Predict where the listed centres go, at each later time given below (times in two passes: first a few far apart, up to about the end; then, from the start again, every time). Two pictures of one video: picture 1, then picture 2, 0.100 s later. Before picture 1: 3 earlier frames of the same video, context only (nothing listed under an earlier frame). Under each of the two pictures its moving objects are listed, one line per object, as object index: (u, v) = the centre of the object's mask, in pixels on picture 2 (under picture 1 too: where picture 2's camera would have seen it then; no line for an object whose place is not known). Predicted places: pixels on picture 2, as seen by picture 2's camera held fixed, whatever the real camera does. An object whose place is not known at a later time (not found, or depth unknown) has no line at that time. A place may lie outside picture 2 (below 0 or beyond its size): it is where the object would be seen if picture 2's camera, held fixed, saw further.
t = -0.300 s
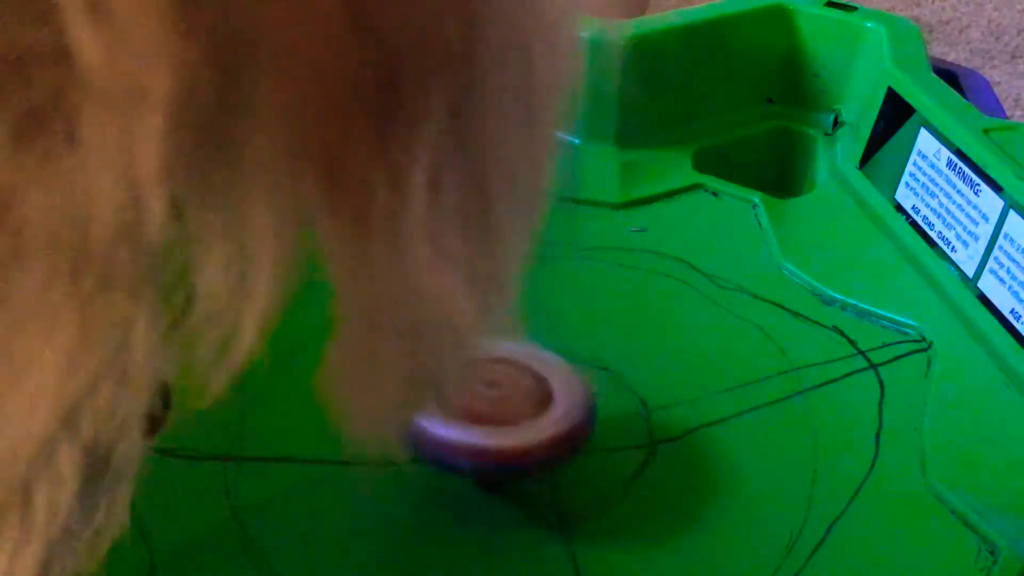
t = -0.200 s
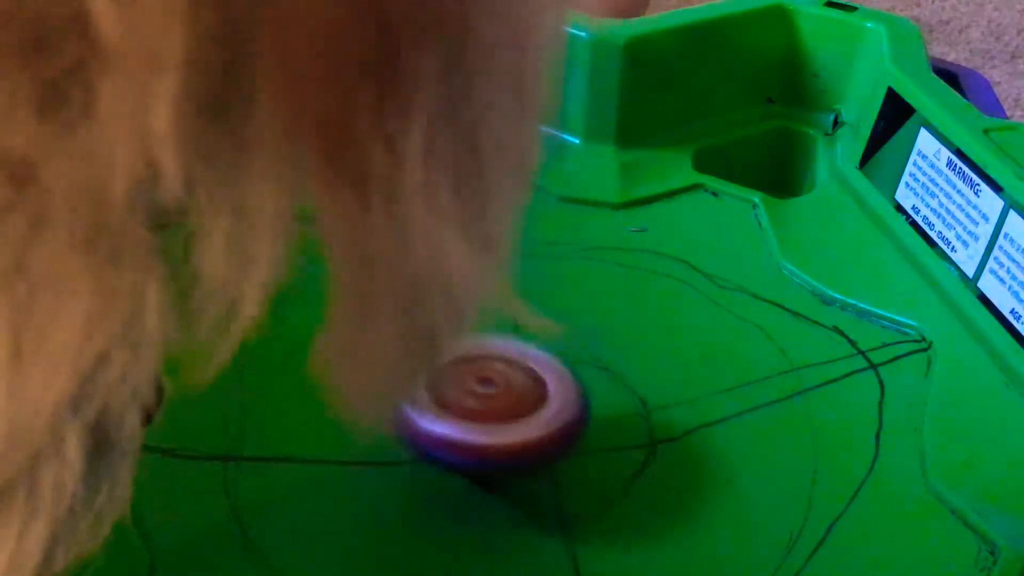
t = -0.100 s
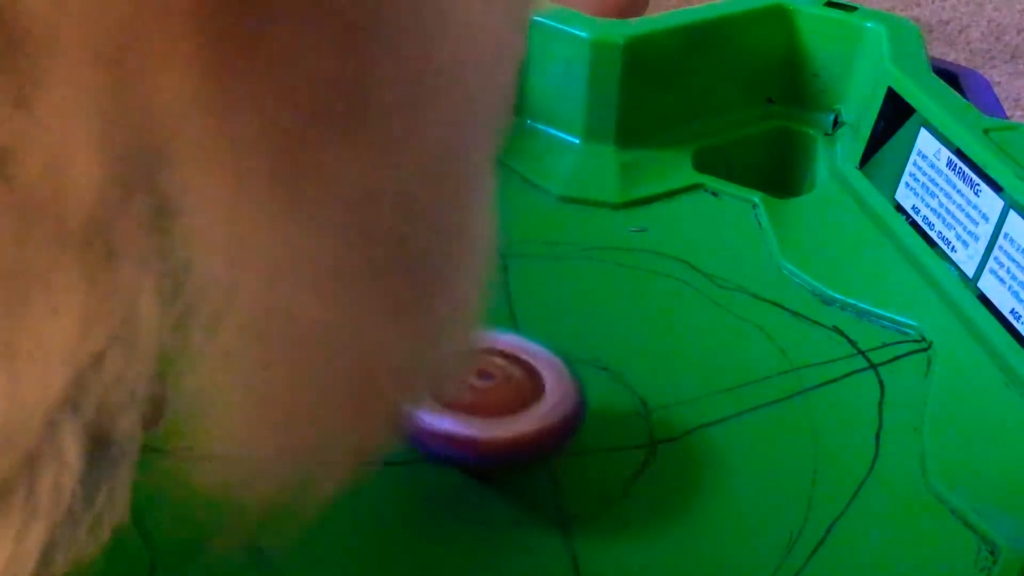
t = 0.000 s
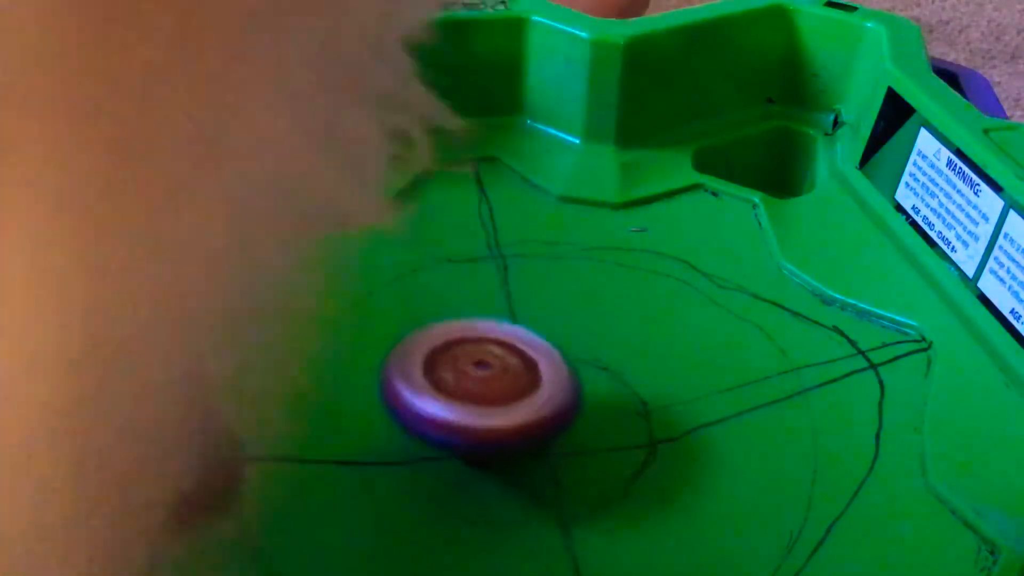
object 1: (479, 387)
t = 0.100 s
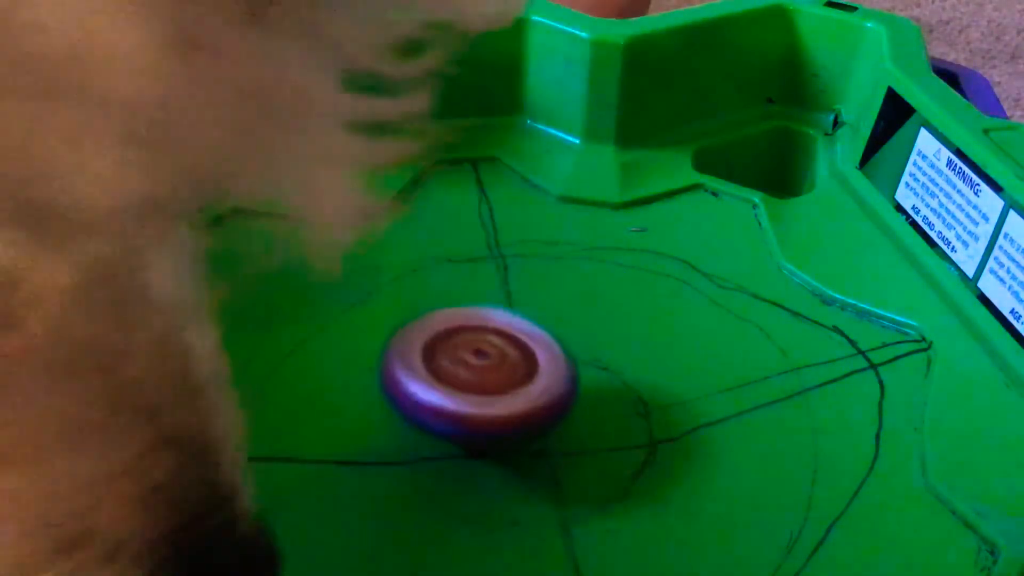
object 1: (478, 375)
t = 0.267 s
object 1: (480, 356)
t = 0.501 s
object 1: (496, 335)
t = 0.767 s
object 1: (526, 321)
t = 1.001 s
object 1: (546, 318)
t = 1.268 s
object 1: (560, 338)
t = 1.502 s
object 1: (558, 364)
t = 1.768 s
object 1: (542, 387)
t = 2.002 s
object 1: (510, 401)
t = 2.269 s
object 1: (498, 406)
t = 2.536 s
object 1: (496, 380)
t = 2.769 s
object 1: (501, 354)
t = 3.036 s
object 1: (521, 335)
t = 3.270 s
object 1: (543, 323)
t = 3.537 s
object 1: (558, 327)
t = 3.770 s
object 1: (554, 350)
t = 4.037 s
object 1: (541, 378)
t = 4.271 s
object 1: (516, 395)
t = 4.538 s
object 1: (505, 406)
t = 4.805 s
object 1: (513, 390)
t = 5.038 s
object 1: (523, 364)
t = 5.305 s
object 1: (542, 339)
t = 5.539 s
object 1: (557, 325)
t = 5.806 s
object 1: (556, 328)
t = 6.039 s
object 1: (539, 350)
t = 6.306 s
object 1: (519, 379)
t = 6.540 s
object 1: (499, 397)
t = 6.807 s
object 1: (501, 401)
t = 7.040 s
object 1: (511, 380)
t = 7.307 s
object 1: (530, 355)
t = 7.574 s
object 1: (551, 335)
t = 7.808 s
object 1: (558, 330)
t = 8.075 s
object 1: (542, 346)
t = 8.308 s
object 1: (527, 370)
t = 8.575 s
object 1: (501, 391)
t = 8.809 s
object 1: (492, 397)
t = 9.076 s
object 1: (505, 381)
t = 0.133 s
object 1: (478, 369)
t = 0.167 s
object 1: (477, 365)
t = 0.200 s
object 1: (478, 363)
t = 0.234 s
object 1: (479, 360)
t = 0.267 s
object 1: (480, 356)
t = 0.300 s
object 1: (481, 353)
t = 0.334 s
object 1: (483, 350)
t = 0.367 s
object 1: (485, 347)
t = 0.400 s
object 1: (487, 344)
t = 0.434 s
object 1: (490, 340)
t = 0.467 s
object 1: (492, 337)
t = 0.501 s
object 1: (496, 335)
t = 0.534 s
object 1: (499, 333)
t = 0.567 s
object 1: (503, 331)
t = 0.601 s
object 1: (507, 330)
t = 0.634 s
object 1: (511, 328)
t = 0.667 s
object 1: (515, 326)
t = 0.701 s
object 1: (519, 324)
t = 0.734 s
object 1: (522, 323)
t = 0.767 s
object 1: (526, 321)
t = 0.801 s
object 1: (529, 320)
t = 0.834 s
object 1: (532, 319)
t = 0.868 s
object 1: (535, 317)
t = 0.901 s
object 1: (539, 317)
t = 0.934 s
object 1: (541, 317)
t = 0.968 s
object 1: (544, 317)
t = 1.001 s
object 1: (546, 318)
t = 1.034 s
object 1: (548, 319)
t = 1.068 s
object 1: (551, 321)
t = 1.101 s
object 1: (553, 323)
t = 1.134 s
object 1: (555, 326)
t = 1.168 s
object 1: (556, 328)
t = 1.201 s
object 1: (558, 331)
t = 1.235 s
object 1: (559, 334)
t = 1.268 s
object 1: (560, 338)
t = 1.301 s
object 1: (560, 342)
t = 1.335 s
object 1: (560, 345)
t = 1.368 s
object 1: (560, 350)
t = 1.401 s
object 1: (559, 353)
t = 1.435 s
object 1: (559, 357)
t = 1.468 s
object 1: (558, 360)
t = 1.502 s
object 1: (558, 364)
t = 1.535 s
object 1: (558, 367)
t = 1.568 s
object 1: (558, 371)
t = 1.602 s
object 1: (556, 374)
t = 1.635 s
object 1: (554, 378)
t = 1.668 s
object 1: (551, 381)
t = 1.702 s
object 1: (548, 383)
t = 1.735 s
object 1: (545, 385)
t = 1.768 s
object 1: (542, 387)
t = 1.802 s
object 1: (538, 389)
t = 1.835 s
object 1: (533, 391)
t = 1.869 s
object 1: (528, 394)
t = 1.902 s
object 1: (524, 396)
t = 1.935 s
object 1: (519, 397)
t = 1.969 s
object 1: (514, 399)
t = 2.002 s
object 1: (510, 401)
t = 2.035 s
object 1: (507, 403)
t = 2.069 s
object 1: (506, 404)
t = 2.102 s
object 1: (504, 406)
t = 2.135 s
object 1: (502, 407)
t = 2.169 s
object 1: (500, 407)
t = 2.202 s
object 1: (500, 407)
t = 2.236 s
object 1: (499, 407)
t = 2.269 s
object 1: (498, 406)
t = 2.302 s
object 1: (499, 404)
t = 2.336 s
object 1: (500, 402)
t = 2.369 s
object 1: (499, 400)
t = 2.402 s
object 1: (498, 396)
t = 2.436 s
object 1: (497, 392)
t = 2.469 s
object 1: (496, 389)
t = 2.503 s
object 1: (496, 385)
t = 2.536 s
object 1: (496, 380)
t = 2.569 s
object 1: (496, 376)
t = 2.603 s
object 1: (496, 373)
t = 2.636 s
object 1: (497, 369)
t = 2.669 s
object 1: (497, 364)
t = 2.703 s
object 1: (498, 362)
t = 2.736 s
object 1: (499, 358)
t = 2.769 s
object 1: (501, 354)
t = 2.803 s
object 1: (502, 349)
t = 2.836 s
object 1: (505, 348)
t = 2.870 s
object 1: (507, 347)
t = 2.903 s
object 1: (510, 343)
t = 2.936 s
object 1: (512, 341)
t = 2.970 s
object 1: (515, 339)
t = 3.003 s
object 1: (518, 337)
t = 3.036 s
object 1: (521, 335)
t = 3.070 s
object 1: (524, 333)
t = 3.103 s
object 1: (528, 331)
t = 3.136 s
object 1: (531, 329)
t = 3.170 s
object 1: (534, 328)
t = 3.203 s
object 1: (537, 325)
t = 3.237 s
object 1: (540, 324)
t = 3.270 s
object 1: (543, 323)
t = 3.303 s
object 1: (546, 322)
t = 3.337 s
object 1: (548, 322)
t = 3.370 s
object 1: (551, 322)
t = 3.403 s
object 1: (553, 322)
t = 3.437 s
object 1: (555, 323)
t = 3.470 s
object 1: (557, 324)
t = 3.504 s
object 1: (558, 325)
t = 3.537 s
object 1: (558, 327)
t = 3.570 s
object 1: (559, 329)
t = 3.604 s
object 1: (558, 332)
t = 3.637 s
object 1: (558, 336)
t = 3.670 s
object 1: (557, 339)
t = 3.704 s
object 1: (556, 342)
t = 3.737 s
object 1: (554, 346)
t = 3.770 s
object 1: (554, 350)
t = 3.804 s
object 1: (552, 355)
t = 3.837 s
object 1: (551, 358)
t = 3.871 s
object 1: (550, 361)
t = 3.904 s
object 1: (549, 364)
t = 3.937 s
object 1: (548, 367)
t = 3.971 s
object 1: (546, 371)
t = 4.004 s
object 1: (544, 375)
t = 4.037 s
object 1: (541, 378)
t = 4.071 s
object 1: (538, 381)
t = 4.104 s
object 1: (535, 384)
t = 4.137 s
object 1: (531, 386)
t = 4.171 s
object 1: (527, 389)
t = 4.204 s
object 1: (524, 390)
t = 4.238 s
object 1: (520, 392)
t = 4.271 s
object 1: (516, 395)
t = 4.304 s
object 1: (512, 397)
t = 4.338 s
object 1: (508, 399)
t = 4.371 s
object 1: (507, 401)
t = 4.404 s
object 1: (505, 403)
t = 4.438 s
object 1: (504, 404)
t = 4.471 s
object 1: (504, 405)
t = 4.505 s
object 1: (504, 406)
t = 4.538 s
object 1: (505, 406)
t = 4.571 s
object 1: (506, 407)
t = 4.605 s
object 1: (507, 405)
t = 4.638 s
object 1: (508, 404)
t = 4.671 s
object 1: (510, 400)
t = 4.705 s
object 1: (512, 397)
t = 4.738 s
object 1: (513, 395)
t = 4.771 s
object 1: (512, 392)
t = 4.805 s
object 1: (513, 390)
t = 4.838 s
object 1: (514, 386)
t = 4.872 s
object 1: (514, 383)
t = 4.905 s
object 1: (516, 379)
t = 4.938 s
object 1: (517, 374)
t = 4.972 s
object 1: (519, 371)
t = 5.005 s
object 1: (521, 366)
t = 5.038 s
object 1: (523, 364)
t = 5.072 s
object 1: (525, 360)
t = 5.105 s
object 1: (527, 357)
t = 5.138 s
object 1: (529, 354)
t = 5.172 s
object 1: (532, 350)
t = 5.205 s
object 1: (534, 347)
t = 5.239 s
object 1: (536, 344)
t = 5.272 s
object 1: (539, 342)
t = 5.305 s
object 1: (542, 339)
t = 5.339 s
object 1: (544, 337)
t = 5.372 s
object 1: (547, 335)
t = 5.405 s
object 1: (549, 333)
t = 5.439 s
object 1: (551, 331)
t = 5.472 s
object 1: (553, 328)
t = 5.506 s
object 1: (555, 327)
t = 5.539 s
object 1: (557, 325)
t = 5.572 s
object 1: (558, 324)
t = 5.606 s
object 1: (560, 323)
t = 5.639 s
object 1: (561, 323)
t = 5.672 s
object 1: (561, 323)
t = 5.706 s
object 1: (561, 323)
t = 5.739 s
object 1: (560, 324)
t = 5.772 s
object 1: (558, 326)
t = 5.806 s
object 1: (556, 328)
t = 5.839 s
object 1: (554, 330)
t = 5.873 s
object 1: (552, 333)
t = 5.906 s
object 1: (549, 336)
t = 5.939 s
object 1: (547, 339)
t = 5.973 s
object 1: (544, 342)
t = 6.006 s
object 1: (542, 346)
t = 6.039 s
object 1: (539, 350)
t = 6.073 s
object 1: (537, 354)
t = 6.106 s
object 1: (534, 358)
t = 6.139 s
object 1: (532, 362)
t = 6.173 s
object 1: (530, 365)
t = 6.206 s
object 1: (528, 369)
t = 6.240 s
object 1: (525, 372)
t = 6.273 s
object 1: (522, 377)
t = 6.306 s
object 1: (519, 379)
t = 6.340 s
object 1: (517, 383)
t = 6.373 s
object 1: (514, 386)
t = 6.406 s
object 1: (511, 388)
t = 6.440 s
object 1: (507, 391)
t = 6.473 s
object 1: (504, 392)
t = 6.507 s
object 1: (501, 394)
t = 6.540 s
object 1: (499, 397)
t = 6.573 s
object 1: (497, 399)
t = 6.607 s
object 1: (495, 400)
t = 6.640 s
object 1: (495, 402)
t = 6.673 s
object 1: (496, 402)
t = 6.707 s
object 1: (497, 402)
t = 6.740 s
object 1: (498, 402)
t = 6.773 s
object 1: (499, 402)
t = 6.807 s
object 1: (501, 401)
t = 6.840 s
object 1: (503, 399)
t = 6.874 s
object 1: (505, 397)
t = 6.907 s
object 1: (507, 395)
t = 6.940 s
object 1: (508, 391)
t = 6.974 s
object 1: (509, 388)
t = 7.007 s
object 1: (510, 384)
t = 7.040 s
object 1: (511, 380)
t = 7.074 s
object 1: (513, 377)
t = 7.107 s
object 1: (515, 374)
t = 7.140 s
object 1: (517, 371)
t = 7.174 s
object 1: (520, 367)
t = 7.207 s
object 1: (522, 364)
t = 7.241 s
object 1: (525, 361)
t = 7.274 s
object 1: (527, 358)
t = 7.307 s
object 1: (530, 355)
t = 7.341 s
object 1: (533, 352)
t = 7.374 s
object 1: (535, 349)
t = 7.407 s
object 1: (538, 347)
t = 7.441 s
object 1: (541, 344)
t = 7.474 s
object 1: (544, 342)
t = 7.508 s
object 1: (547, 340)
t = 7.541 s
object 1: (549, 338)
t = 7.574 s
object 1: (551, 335)
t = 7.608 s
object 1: (553, 333)
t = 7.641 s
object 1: (555, 332)
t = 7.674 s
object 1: (556, 331)
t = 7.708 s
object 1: (557, 331)
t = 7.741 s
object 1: (558, 330)
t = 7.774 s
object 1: (558, 330)
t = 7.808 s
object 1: (558, 330)
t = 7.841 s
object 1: (557, 331)
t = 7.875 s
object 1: (556, 331)
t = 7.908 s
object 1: (554, 332)
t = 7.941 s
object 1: (552, 335)
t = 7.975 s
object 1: (550, 337)
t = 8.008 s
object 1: (547, 340)
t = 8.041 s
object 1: (544, 343)
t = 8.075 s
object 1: (542, 346)
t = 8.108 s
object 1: (539, 350)
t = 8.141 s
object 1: (536, 355)
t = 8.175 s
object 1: (534, 358)
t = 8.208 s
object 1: (532, 362)
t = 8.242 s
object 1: (531, 365)
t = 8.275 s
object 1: (529, 366)
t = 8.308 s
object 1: (527, 370)
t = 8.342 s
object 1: (524, 373)
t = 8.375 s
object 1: (520, 376)
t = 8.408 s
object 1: (517, 379)
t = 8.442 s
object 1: (515, 382)
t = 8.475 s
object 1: (511, 384)
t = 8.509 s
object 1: (507, 387)
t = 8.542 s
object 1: (504, 389)
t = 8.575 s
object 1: (501, 391)
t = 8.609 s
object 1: (499, 393)
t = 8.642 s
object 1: (497, 395)
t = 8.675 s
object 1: (495, 396)
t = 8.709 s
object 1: (494, 397)
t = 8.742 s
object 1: (493, 397)
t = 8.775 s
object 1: (492, 397)
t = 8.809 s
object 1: (492, 397)
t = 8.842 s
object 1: (493, 396)
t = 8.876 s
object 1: (493, 394)
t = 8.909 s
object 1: (495, 392)
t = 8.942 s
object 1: (496, 391)
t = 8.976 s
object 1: (498, 389)
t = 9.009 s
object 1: (501, 387)
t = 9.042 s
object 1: (503, 385)
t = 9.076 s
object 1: (505, 381)
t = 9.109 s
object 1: (507, 378)
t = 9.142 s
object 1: (508, 373)
